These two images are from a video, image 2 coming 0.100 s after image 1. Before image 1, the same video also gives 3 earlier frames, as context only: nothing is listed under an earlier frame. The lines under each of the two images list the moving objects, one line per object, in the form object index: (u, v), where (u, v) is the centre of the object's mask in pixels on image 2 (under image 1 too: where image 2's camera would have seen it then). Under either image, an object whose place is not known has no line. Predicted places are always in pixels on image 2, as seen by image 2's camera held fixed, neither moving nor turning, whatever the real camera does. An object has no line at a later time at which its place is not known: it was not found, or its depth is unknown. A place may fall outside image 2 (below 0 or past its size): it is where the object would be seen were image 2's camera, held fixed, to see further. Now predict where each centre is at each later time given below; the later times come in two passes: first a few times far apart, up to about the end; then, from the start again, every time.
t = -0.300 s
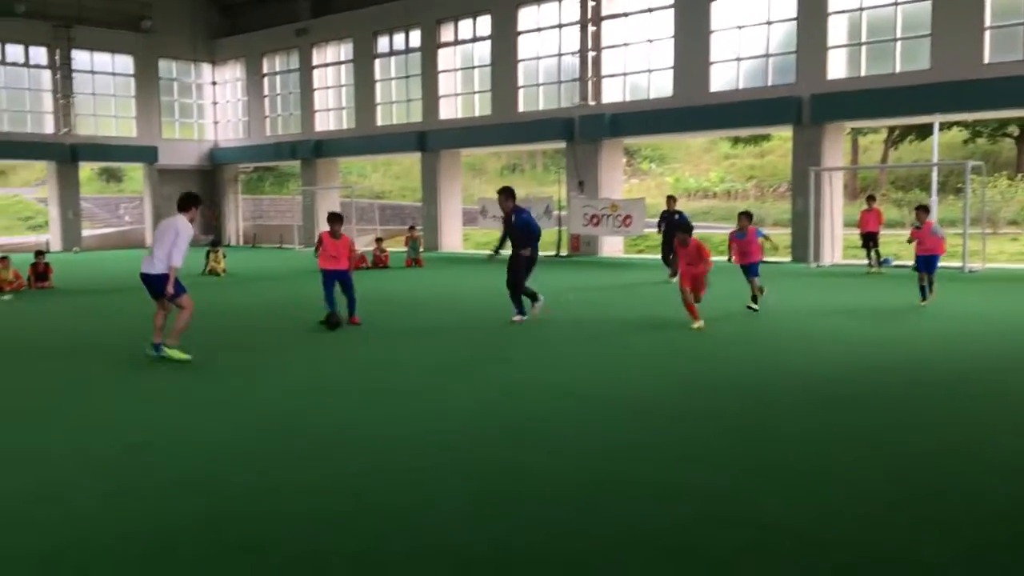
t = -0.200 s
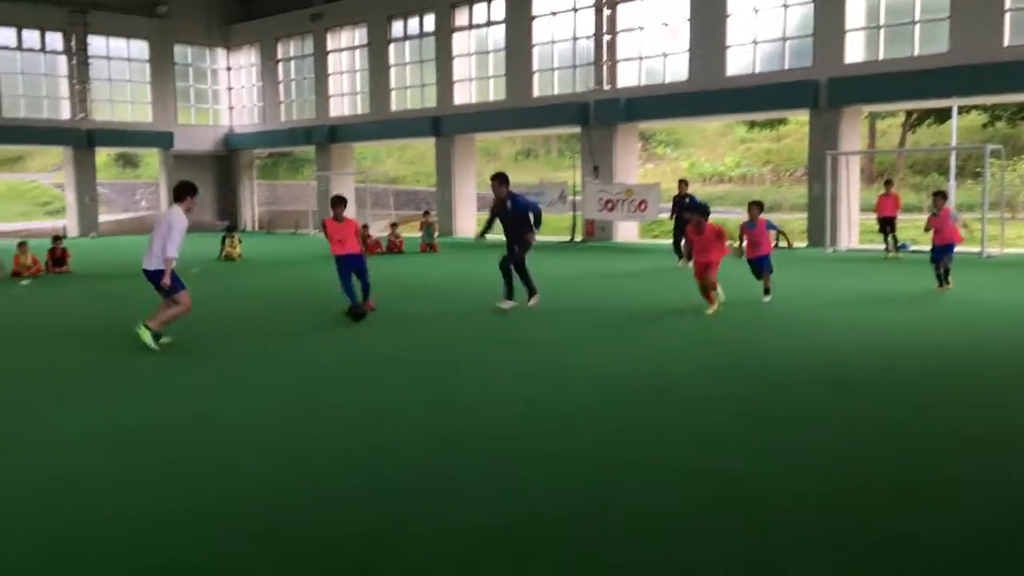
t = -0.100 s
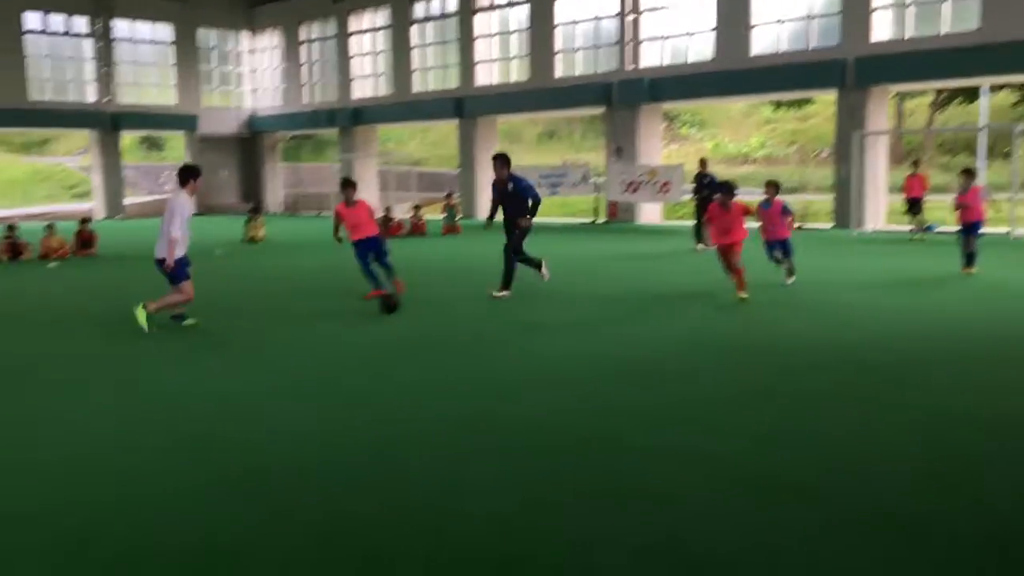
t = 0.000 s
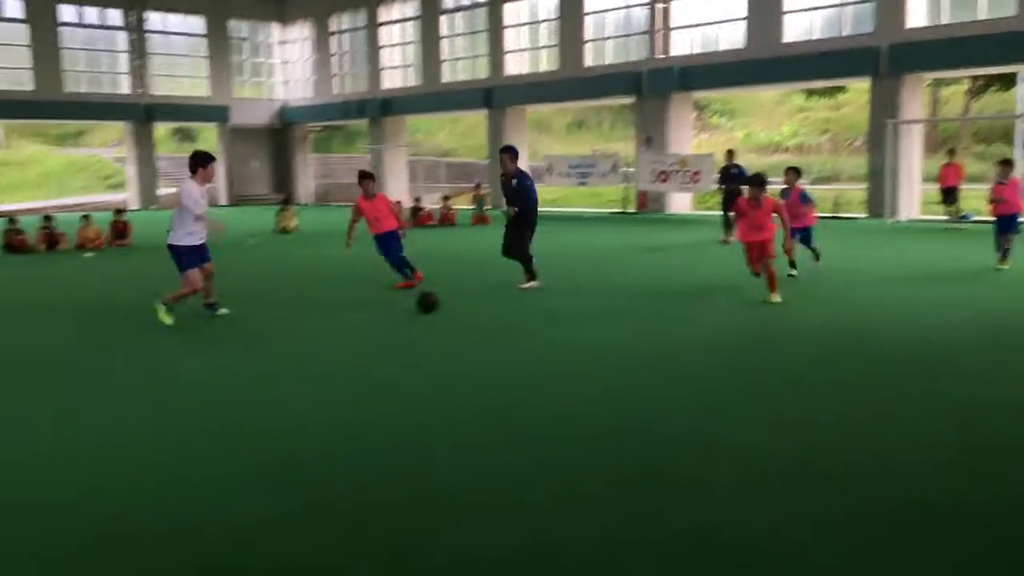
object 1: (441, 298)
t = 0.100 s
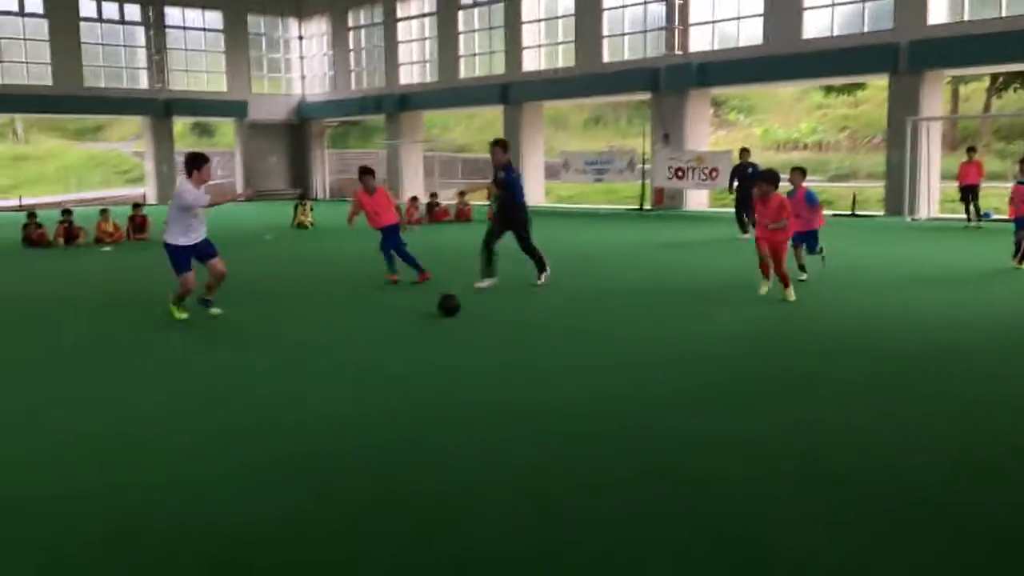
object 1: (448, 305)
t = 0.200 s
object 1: (454, 313)
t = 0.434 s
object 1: (460, 335)
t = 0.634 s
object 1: (473, 355)
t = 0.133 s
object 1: (450, 308)
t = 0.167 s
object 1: (452, 311)
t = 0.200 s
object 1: (454, 313)
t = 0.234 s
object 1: (455, 316)
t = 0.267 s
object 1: (456, 319)
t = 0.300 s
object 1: (457, 322)
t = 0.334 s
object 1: (458, 324)
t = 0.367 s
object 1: (459, 328)
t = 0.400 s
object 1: (460, 331)
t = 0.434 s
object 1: (460, 335)
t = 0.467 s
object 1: (463, 338)
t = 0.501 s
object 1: (464, 341)
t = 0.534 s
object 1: (467, 344)
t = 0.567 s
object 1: (468, 347)
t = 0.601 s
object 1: (471, 350)
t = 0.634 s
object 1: (473, 355)
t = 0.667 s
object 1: (475, 359)
